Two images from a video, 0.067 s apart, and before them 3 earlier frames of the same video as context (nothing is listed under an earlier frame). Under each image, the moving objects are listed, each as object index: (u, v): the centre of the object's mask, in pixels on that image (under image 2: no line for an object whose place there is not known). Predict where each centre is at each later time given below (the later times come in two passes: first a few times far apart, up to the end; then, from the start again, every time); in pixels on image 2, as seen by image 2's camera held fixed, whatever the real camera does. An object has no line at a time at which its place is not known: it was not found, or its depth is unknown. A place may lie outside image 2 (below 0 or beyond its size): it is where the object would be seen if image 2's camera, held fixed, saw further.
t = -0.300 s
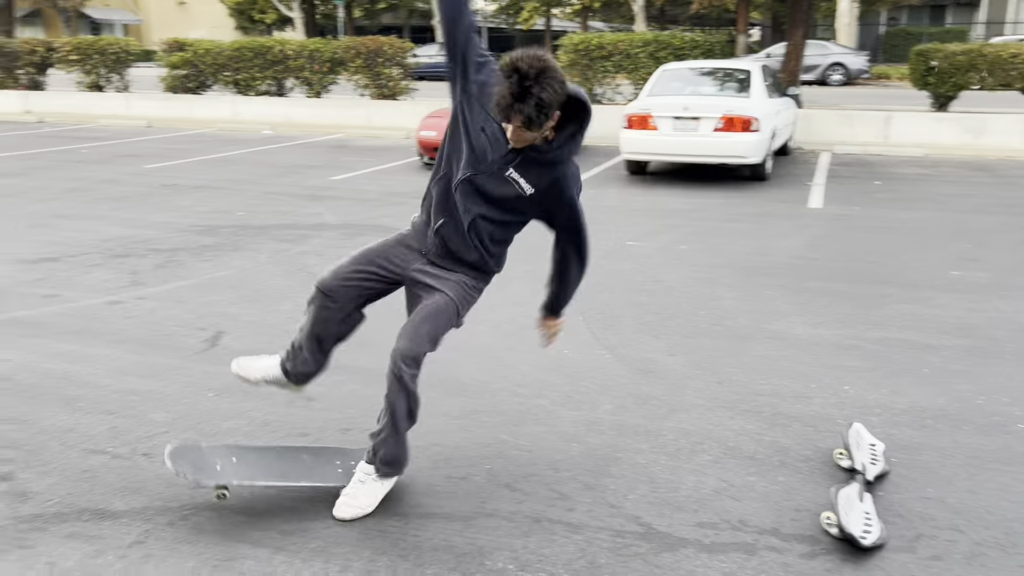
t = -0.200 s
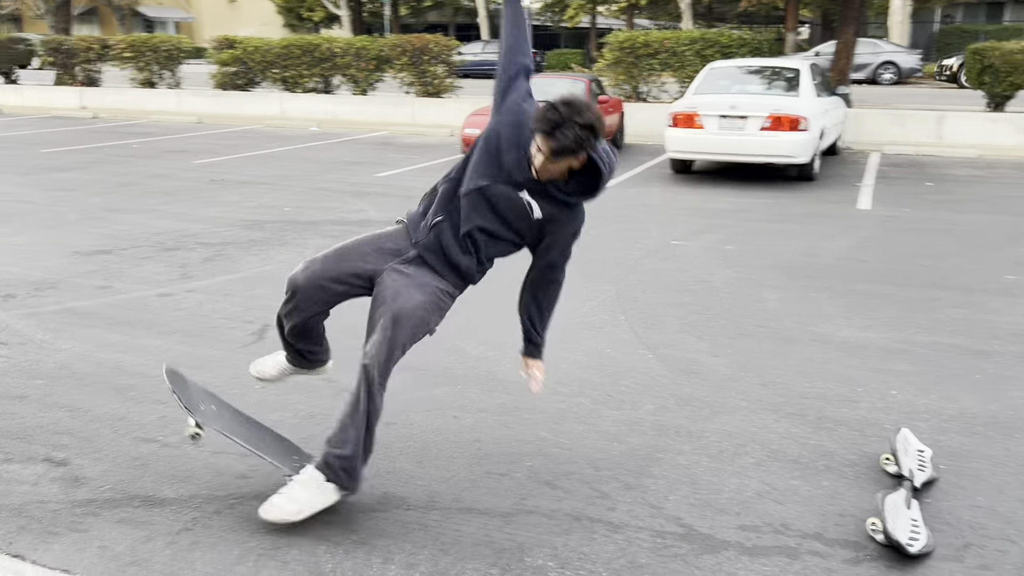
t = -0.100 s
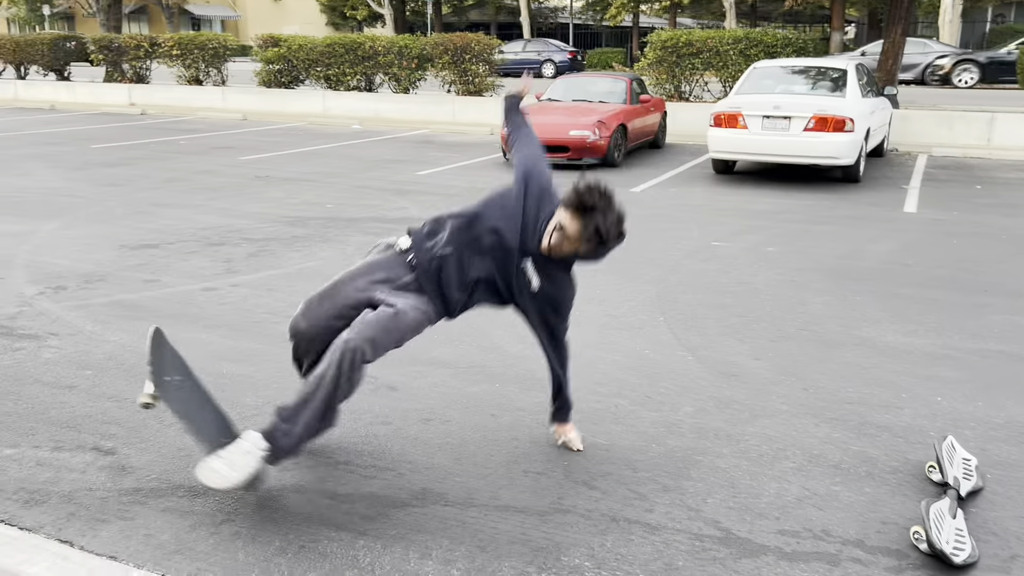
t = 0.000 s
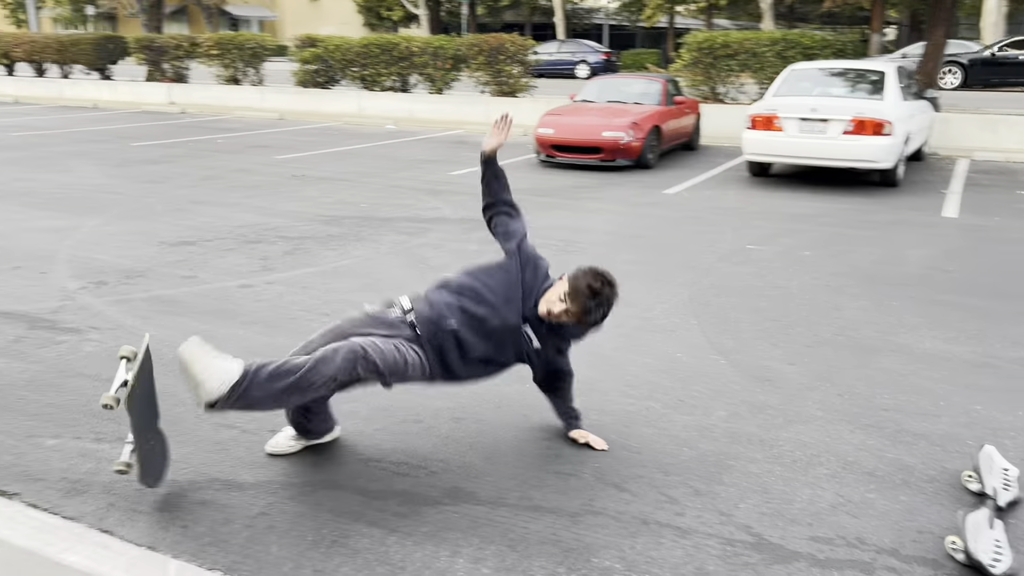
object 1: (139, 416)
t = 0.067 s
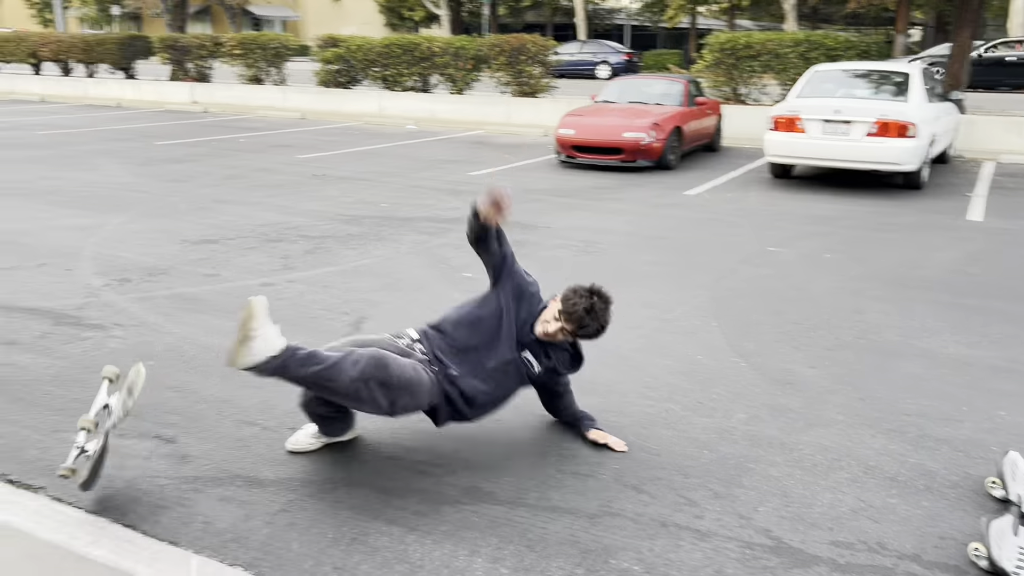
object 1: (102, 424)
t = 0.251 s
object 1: (-5, 535)
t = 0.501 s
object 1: (-58, 542)
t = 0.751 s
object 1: (-84, 543)
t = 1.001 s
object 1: (-83, 539)
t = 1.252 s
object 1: (-76, 543)
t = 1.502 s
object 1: (-64, 542)
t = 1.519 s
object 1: (-63, 542)
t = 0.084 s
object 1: (88, 431)
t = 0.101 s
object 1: (76, 438)
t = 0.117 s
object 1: (64, 447)
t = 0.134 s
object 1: (51, 458)
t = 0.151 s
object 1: (40, 468)
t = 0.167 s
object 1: (29, 479)
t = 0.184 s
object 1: (22, 491)
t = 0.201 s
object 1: (15, 505)
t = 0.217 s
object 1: (5, 522)
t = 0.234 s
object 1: (-1, 536)
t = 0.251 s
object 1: (-5, 535)
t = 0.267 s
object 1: (-9, 534)
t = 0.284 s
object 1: (-13, 534)
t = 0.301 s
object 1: (-17, 534)
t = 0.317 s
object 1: (-21, 535)
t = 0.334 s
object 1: (-25, 535)
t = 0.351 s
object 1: (-29, 535)
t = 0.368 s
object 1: (-32, 535)
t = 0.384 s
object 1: (-36, 535)
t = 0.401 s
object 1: (-39, 536)
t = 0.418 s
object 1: (-43, 537)
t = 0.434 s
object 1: (-46, 538)
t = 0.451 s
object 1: (-49, 540)
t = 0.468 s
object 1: (-52, 542)
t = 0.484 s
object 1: (-55, 544)
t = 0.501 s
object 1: (-58, 542)
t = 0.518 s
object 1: (-60, 539)
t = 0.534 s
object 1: (-63, 537)
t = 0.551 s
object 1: (-65, 535)
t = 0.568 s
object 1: (-69, 534)
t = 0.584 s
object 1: (-71, 533)
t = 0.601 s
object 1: (-73, 534)
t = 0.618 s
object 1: (-74, 534)
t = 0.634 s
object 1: (-75, 535)
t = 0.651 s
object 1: (-76, 537)
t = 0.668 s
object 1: (-77, 539)
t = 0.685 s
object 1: (-79, 541)
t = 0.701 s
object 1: (-80, 542)
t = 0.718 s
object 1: (-81, 543)
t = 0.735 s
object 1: (-83, 543)
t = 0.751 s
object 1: (-84, 543)
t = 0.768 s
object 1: (-84, 543)
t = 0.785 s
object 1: (-85, 542)
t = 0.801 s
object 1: (-85, 543)
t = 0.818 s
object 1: (-85, 543)
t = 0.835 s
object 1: (-86, 543)
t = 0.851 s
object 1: (-86, 543)
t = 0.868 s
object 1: (-86, 543)
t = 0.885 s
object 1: (-85, 544)
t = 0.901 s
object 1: (-85, 543)
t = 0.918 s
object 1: (-85, 543)
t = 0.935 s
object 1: (-84, 542)
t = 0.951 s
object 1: (-84, 541)
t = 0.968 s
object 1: (-83, 540)
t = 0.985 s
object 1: (-83, 540)
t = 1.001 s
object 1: (-83, 539)
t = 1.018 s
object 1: (-83, 540)
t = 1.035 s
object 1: (-83, 541)
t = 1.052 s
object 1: (-83, 542)
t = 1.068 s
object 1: (-82, 542)
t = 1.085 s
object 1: (-82, 543)
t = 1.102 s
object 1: (-82, 543)
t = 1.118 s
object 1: (-82, 544)
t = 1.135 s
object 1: (-82, 543)
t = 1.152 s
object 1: (-81, 543)
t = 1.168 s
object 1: (-81, 543)
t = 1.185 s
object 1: (-80, 543)
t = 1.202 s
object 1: (-79, 543)
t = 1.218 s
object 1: (-78, 543)
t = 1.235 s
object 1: (-77, 543)
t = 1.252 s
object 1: (-76, 543)
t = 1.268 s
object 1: (-75, 543)
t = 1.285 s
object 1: (-74, 542)
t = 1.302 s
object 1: (-73, 541)
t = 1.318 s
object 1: (-72, 541)
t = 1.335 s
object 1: (-71, 540)
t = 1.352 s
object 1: (-70, 540)
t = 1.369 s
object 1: (-69, 539)
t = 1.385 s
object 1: (-68, 539)
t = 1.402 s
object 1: (-68, 540)
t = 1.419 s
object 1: (-67, 540)
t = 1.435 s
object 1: (-66, 541)
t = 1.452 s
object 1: (-65, 541)
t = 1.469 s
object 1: (-65, 542)
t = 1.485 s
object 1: (-64, 542)
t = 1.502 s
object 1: (-64, 542)
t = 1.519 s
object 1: (-63, 542)
